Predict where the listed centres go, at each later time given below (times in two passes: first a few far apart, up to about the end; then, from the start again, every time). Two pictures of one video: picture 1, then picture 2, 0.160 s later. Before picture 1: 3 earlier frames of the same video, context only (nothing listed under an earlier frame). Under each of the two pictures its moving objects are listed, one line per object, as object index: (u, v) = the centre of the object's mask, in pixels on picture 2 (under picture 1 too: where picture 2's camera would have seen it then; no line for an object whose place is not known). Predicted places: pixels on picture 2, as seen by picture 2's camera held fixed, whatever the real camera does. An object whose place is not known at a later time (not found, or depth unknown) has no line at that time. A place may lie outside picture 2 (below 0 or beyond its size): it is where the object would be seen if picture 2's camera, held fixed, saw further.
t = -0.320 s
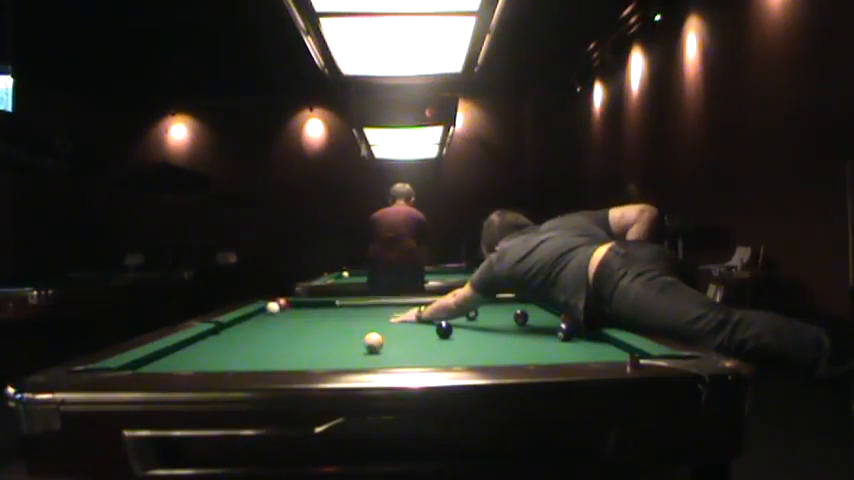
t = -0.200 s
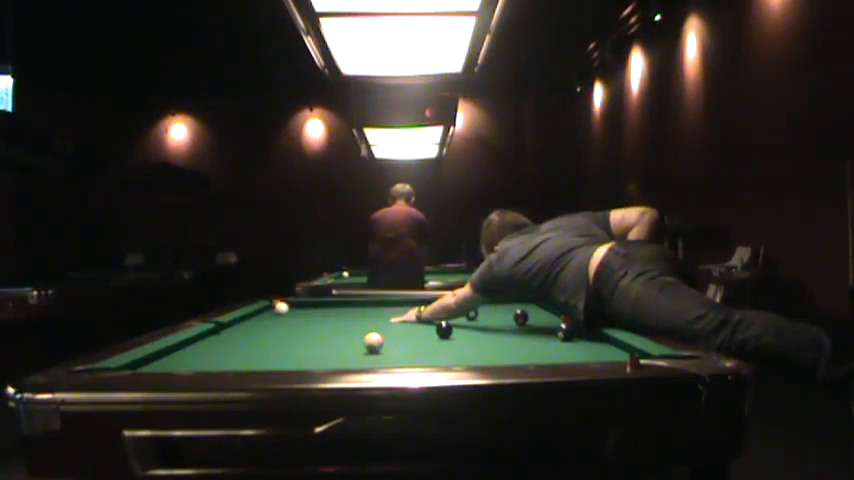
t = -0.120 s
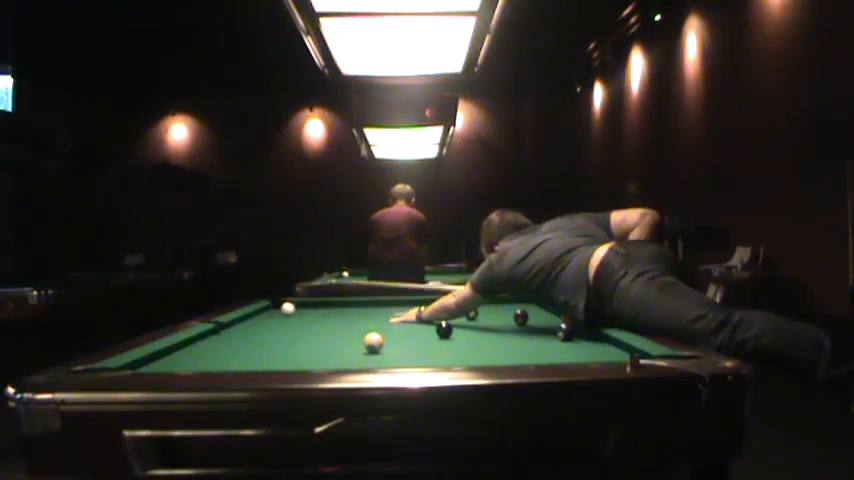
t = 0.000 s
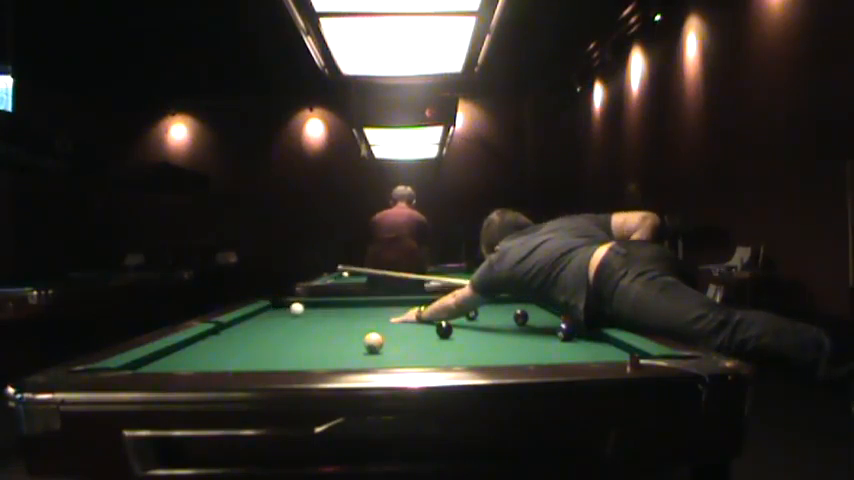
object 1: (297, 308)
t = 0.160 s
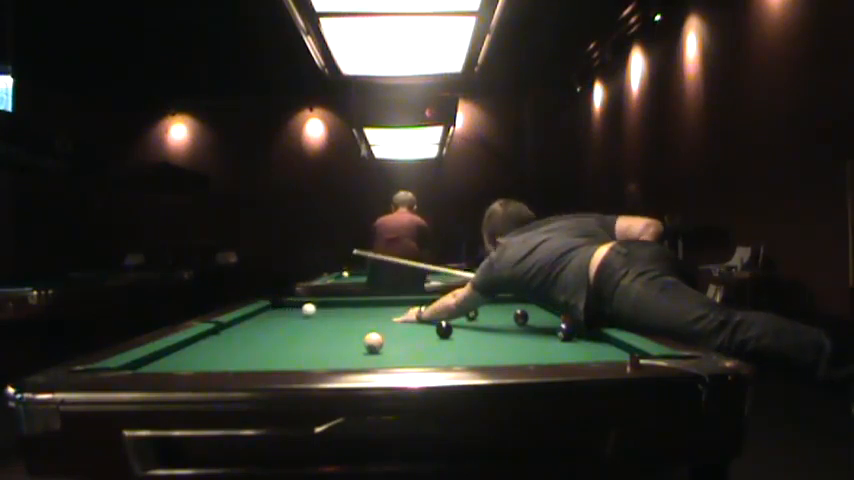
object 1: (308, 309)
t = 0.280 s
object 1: (317, 310)
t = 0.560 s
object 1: (338, 311)
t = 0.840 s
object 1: (359, 312)
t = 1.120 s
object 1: (379, 313)
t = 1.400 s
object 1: (398, 314)
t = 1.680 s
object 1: (418, 315)
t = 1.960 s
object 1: (436, 315)
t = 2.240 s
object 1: (453, 316)
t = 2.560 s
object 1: (472, 318)
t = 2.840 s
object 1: (487, 318)
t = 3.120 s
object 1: (500, 318)
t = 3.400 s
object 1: (512, 319)
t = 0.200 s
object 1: (311, 310)
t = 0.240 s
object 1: (314, 310)
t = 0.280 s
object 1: (317, 310)
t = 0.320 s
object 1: (320, 310)
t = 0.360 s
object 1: (323, 310)
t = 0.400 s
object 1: (326, 310)
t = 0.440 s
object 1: (329, 311)
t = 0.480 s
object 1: (332, 311)
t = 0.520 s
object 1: (335, 311)
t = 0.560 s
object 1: (338, 311)
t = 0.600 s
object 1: (341, 311)
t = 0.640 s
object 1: (344, 311)
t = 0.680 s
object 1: (347, 311)
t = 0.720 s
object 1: (350, 311)
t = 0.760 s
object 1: (353, 312)
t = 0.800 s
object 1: (356, 312)
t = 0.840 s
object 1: (359, 312)
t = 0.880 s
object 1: (361, 312)
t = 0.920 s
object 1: (364, 312)
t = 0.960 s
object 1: (367, 312)
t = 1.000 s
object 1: (370, 312)
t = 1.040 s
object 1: (373, 313)
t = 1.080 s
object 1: (376, 313)
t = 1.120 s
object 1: (379, 313)
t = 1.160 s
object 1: (381, 313)
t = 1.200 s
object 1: (384, 313)
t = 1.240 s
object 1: (387, 314)
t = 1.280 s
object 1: (390, 314)
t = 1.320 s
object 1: (393, 314)
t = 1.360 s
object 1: (396, 314)
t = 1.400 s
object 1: (398, 314)
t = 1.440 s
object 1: (401, 314)
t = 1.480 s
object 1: (404, 314)
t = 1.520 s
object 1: (407, 314)
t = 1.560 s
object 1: (409, 315)
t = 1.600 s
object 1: (412, 315)
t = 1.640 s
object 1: (415, 315)
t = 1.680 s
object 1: (418, 315)
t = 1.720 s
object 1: (420, 315)
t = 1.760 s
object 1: (423, 315)
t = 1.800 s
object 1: (426, 315)
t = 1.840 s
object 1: (428, 315)
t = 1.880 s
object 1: (431, 315)
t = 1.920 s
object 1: (433, 315)
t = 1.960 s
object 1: (436, 315)
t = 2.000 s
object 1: (438, 315)
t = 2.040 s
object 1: (441, 314)
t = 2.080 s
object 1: (443, 314)
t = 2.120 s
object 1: (446, 315)
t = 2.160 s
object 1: (448, 315)
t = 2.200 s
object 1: (451, 316)
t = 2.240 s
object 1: (453, 316)
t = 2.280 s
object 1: (456, 316)
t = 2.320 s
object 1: (458, 316)
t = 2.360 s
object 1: (460, 317)
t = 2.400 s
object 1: (462, 317)
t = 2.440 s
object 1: (465, 317)
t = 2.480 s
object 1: (467, 317)
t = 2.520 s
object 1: (470, 317)
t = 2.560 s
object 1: (472, 318)
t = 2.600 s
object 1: (474, 318)
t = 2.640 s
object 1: (476, 318)
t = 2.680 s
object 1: (478, 318)
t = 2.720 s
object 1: (480, 318)
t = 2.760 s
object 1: (483, 318)
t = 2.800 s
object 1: (484, 318)
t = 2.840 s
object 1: (487, 318)
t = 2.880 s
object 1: (489, 318)
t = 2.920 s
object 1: (491, 318)
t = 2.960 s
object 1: (493, 318)
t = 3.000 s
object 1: (494, 318)
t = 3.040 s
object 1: (496, 318)
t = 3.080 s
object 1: (498, 318)
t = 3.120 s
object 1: (500, 318)
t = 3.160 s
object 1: (502, 319)
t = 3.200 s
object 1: (504, 319)
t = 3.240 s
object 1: (505, 318)
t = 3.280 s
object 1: (507, 319)
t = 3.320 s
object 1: (509, 319)
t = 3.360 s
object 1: (510, 319)
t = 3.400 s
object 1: (512, 319)
